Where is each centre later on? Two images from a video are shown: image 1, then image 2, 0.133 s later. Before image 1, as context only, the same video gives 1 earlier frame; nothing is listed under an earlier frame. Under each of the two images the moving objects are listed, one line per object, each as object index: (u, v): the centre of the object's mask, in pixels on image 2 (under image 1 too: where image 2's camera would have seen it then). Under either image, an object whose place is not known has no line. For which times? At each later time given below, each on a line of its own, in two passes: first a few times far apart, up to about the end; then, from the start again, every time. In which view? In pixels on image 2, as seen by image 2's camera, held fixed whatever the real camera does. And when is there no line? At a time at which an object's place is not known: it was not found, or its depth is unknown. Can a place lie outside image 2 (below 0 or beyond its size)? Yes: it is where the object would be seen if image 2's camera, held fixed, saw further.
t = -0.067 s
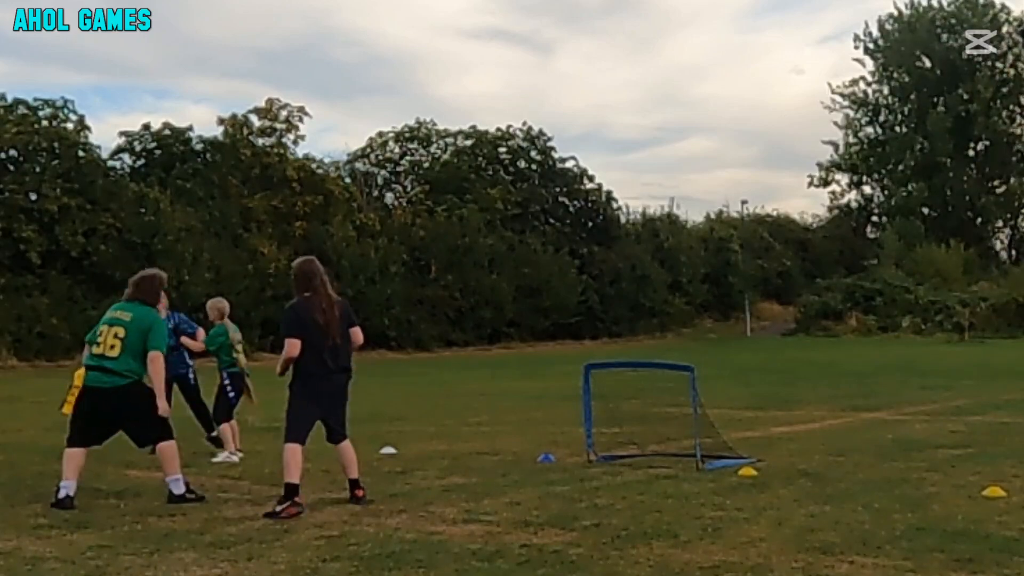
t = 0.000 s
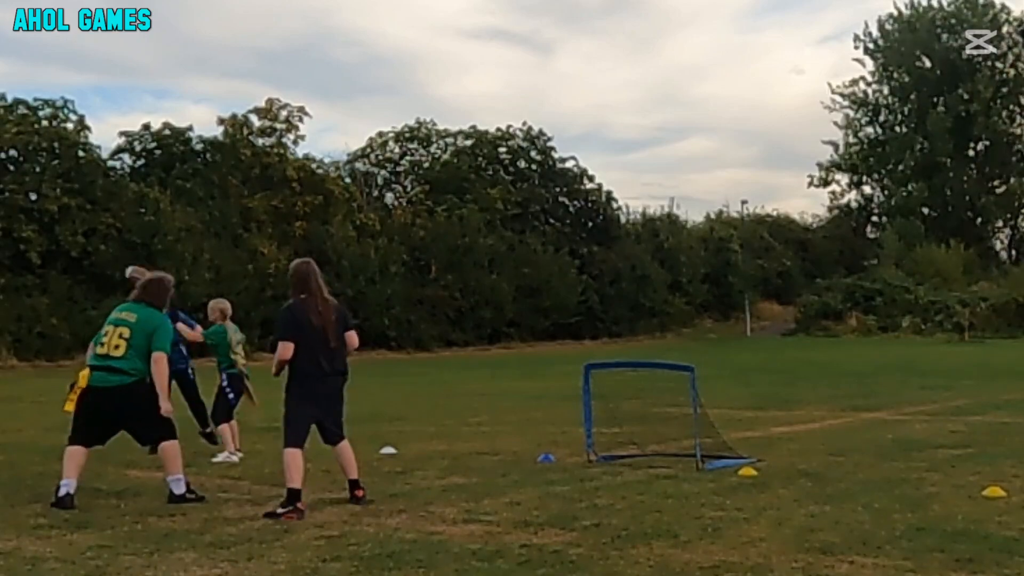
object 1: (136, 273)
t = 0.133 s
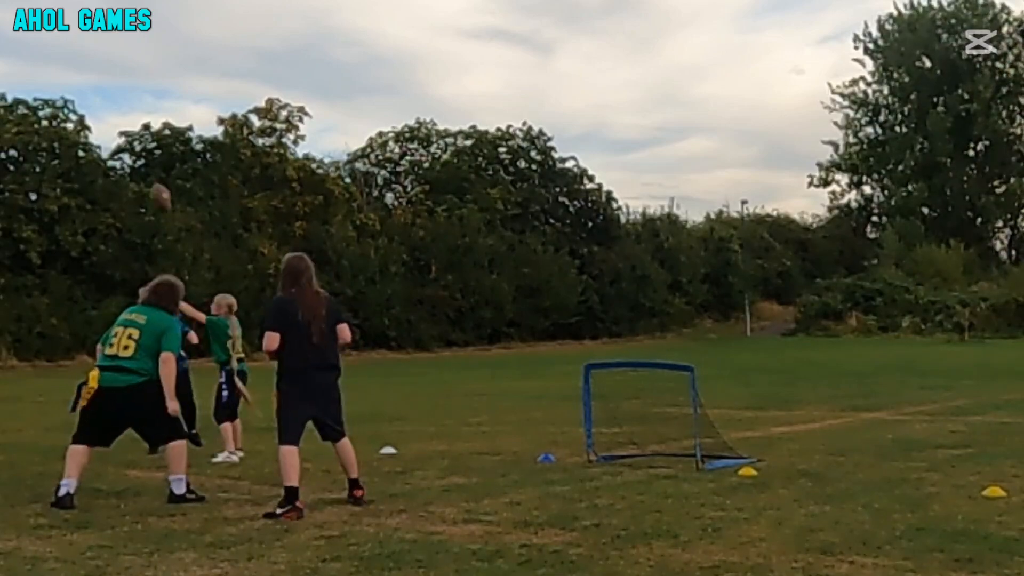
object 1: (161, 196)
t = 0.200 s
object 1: (173, 163)
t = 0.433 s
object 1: (214, 84)
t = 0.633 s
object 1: (252, 62)
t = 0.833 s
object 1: (293, 90)
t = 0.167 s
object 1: (167, 178)
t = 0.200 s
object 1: (173, 163)
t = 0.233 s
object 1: (179, 147)
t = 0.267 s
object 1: (181, 132)
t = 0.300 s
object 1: (190, 122)
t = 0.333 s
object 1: (195, 110)
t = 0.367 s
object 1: (202, 100)
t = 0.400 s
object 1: (208, 92)
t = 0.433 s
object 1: (214, 84)
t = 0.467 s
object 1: (221, 77)
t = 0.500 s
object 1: (227, 72)
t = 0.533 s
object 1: (233, 68)
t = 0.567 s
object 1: (240, 64)
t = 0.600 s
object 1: (246, 62)
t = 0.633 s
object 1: (252, 62)
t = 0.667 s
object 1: (259, 64)
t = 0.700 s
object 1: (265, 66)
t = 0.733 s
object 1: (272, 69)
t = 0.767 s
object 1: (279, 74)
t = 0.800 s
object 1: (286, 81)
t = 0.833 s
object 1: (293, 90)
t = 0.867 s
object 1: (300, 99)
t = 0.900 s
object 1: (307, 110)
